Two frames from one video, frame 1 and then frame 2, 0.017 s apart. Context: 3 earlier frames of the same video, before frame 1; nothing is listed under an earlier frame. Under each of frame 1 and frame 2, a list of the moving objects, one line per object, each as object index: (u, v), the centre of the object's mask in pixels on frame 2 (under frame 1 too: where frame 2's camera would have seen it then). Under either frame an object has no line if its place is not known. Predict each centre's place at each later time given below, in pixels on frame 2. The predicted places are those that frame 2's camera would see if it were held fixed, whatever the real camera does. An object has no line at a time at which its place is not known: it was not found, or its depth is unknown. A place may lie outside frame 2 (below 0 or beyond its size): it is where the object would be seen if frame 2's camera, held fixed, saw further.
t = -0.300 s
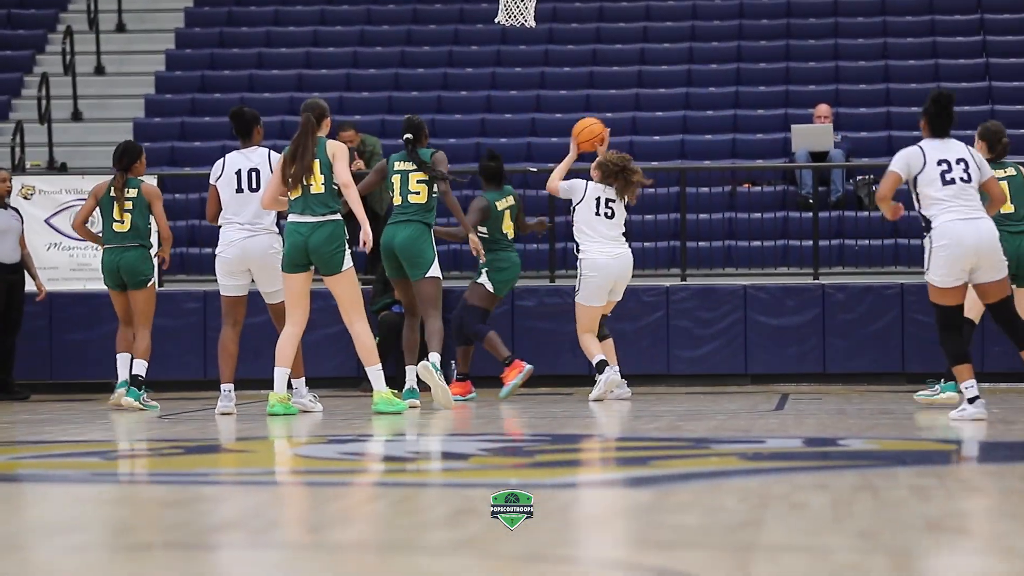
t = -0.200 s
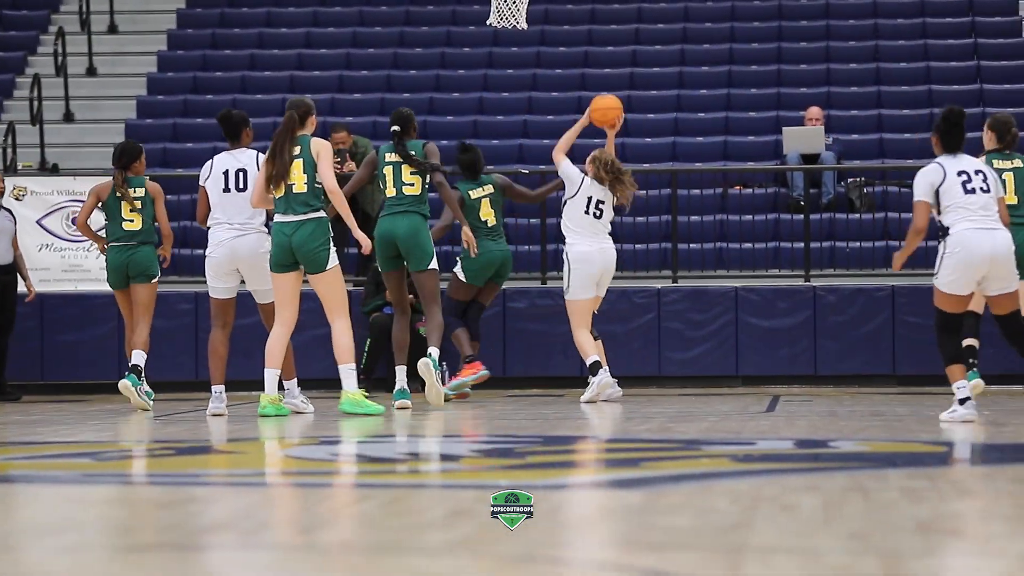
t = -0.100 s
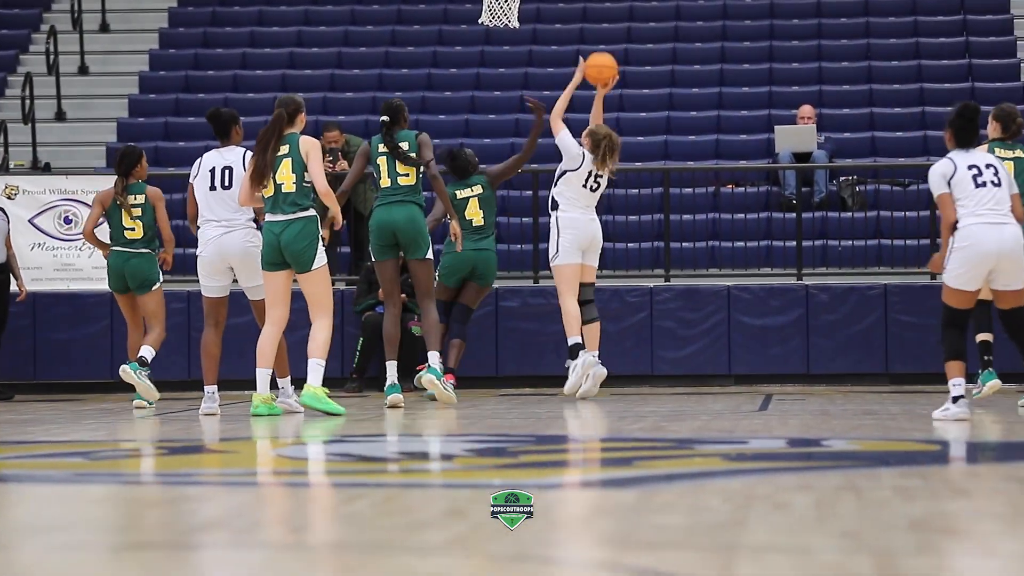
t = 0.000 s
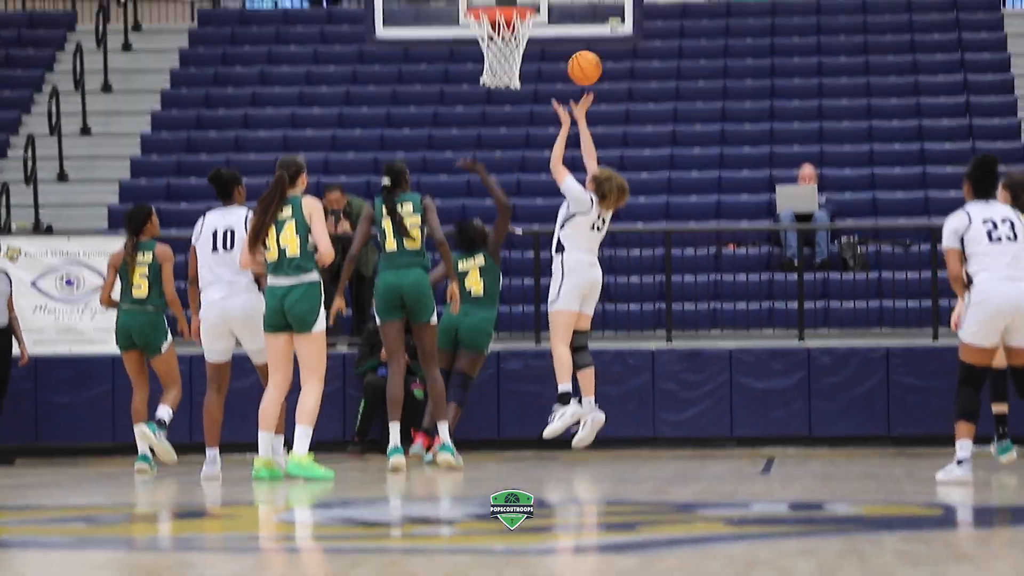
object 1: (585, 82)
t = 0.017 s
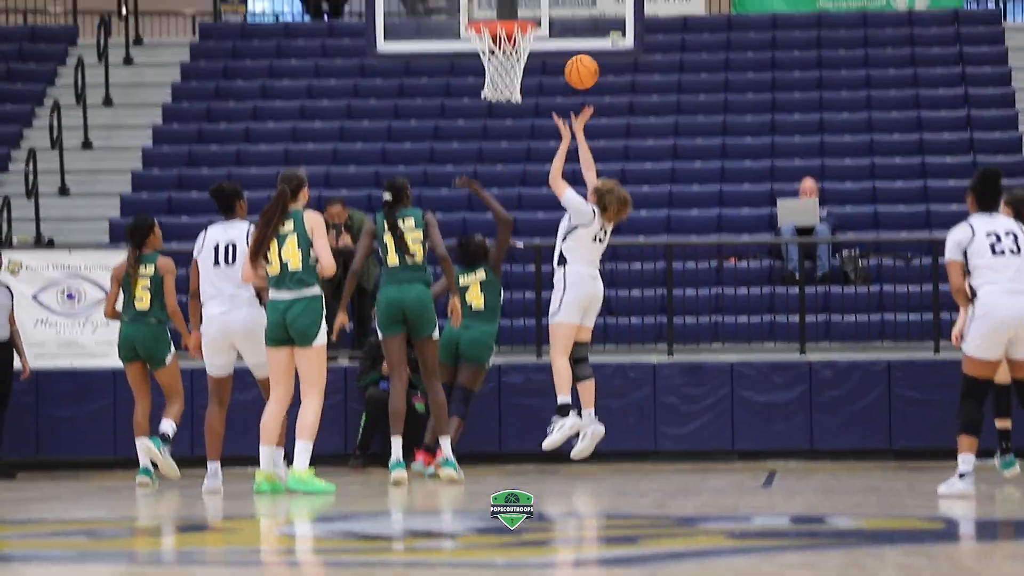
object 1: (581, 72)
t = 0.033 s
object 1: (579, 63)
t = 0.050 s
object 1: (577, 53)
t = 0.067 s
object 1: (575, 44)
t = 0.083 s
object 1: (573, 36)
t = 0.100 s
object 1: (570, 28)
